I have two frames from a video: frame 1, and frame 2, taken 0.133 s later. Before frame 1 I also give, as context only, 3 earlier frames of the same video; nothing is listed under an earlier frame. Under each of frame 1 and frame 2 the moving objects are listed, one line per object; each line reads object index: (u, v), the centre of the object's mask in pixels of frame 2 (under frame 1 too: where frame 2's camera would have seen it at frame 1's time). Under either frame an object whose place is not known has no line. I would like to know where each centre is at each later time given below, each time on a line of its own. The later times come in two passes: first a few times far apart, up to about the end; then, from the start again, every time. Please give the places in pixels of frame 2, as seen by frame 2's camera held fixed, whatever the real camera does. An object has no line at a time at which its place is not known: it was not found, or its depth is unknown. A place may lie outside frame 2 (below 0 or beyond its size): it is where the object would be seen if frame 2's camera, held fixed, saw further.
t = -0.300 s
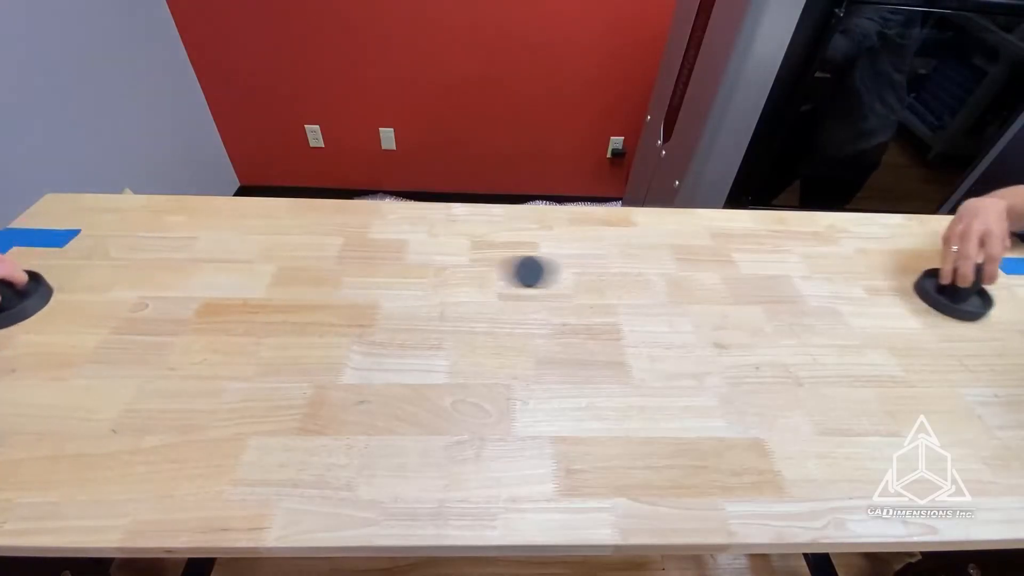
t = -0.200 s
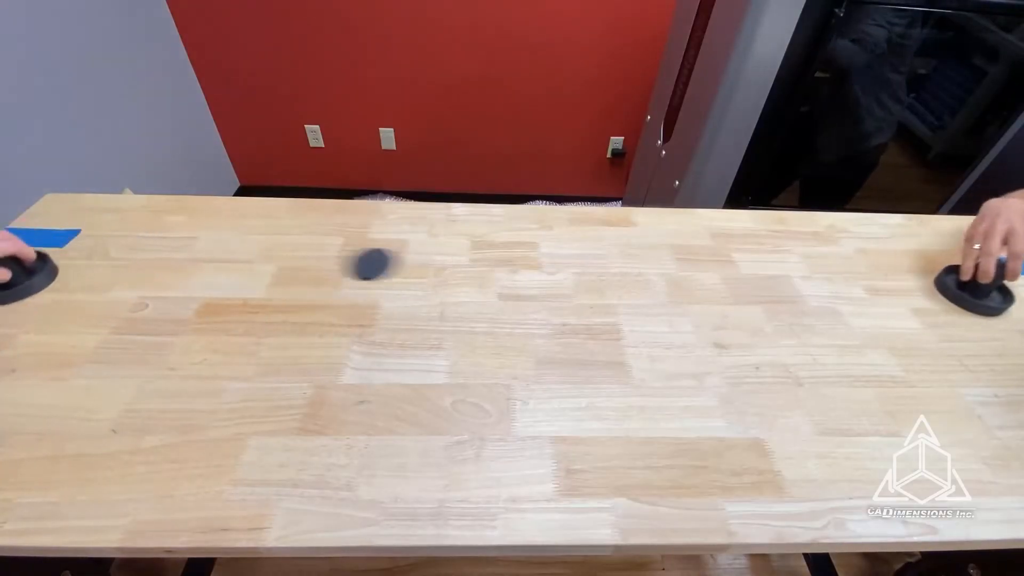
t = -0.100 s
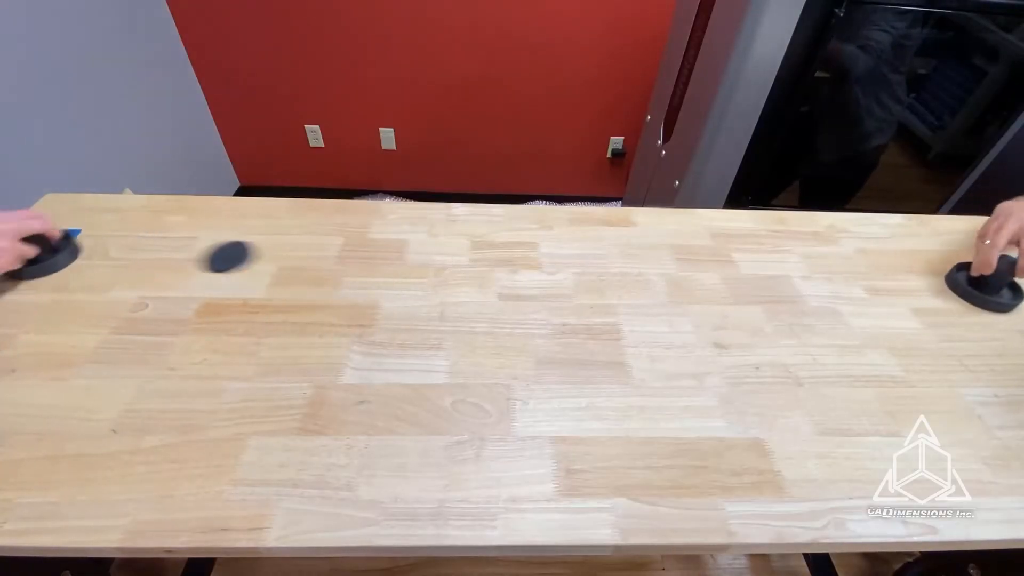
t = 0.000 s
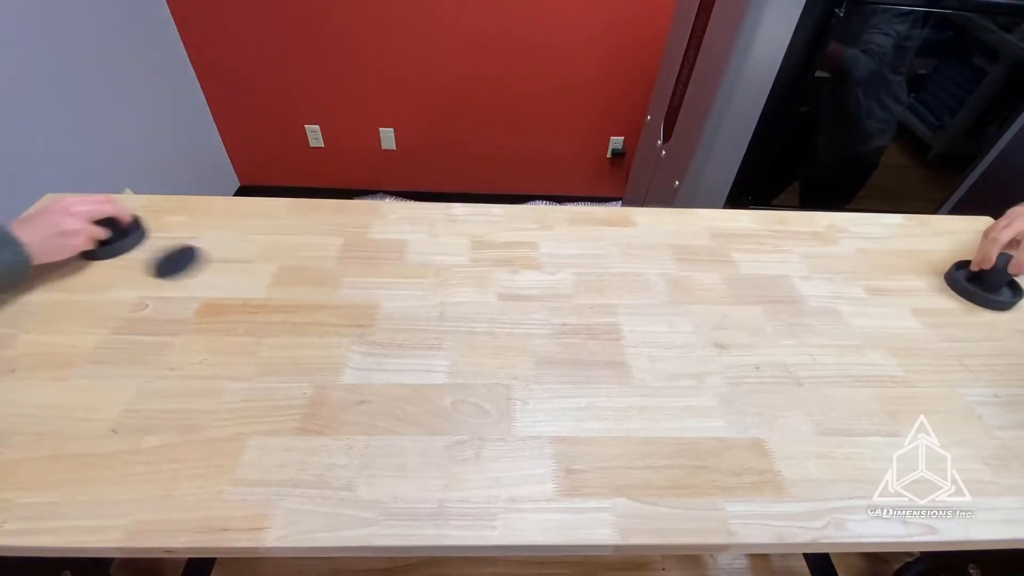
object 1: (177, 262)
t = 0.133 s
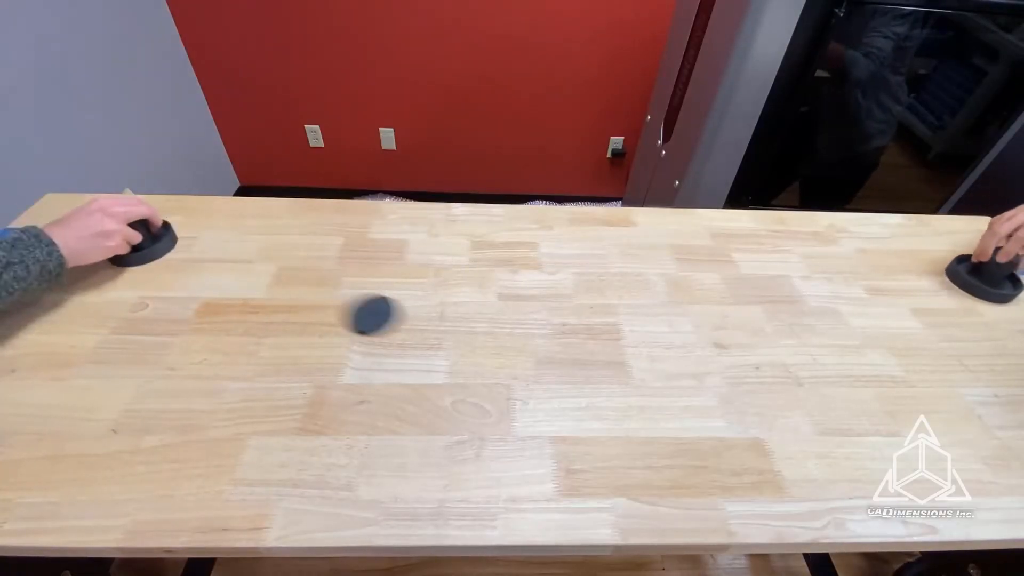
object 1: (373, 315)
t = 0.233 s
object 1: (516, 353)
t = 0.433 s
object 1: (778, 421)
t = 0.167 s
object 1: (421, 328)
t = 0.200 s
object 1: (469, 340)
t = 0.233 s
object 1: (516, 353)
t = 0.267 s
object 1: (561, 365)
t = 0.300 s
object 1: (607, 377)
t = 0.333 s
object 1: (653, 389)
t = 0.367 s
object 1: (696, 400)
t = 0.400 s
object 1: (738, 411)
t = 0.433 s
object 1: (778, 421)
